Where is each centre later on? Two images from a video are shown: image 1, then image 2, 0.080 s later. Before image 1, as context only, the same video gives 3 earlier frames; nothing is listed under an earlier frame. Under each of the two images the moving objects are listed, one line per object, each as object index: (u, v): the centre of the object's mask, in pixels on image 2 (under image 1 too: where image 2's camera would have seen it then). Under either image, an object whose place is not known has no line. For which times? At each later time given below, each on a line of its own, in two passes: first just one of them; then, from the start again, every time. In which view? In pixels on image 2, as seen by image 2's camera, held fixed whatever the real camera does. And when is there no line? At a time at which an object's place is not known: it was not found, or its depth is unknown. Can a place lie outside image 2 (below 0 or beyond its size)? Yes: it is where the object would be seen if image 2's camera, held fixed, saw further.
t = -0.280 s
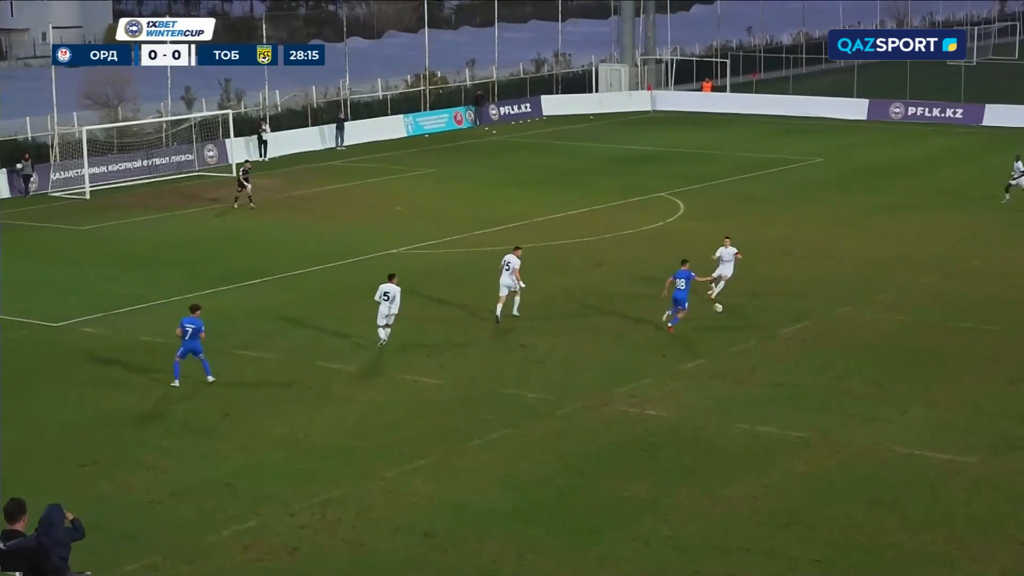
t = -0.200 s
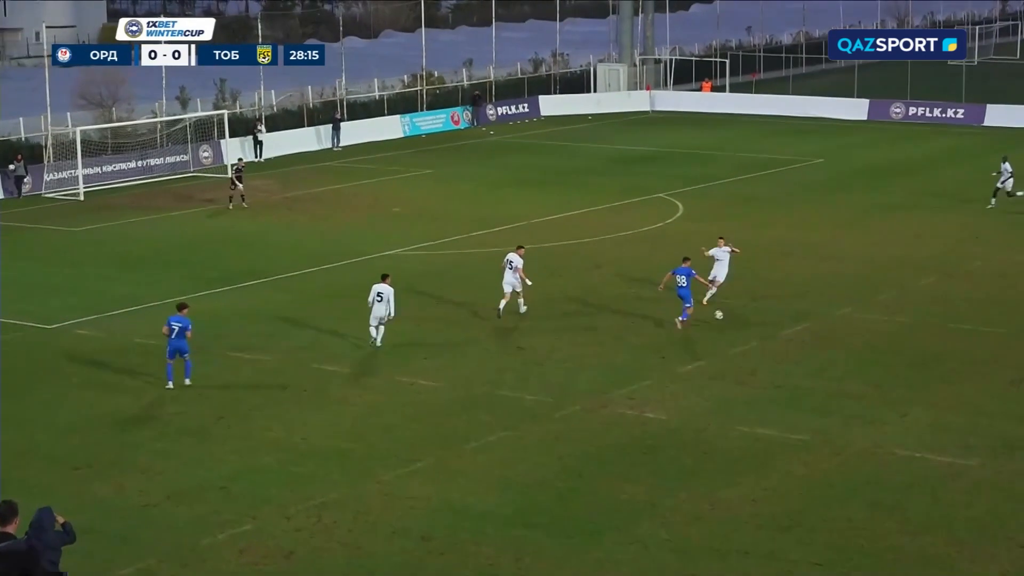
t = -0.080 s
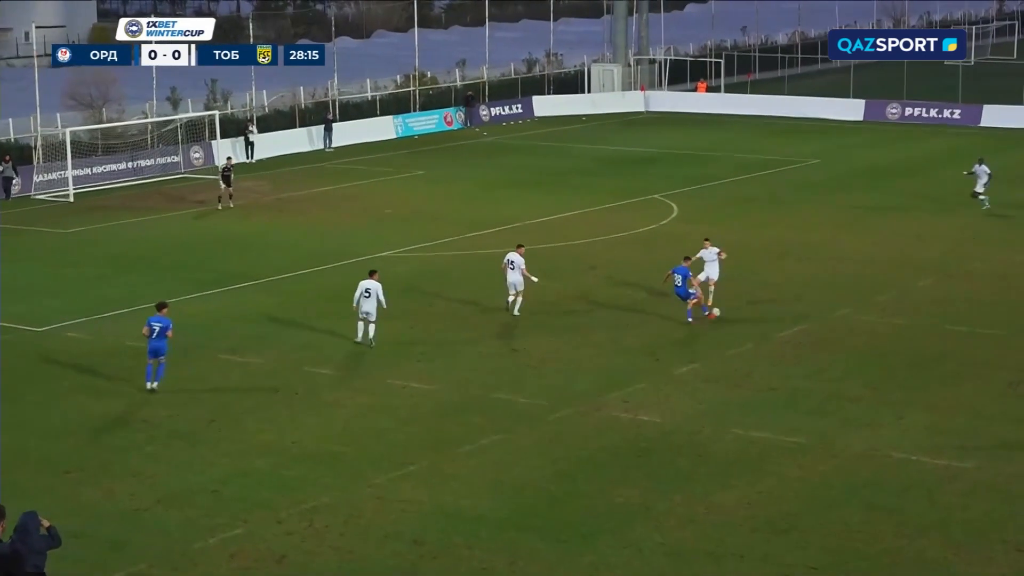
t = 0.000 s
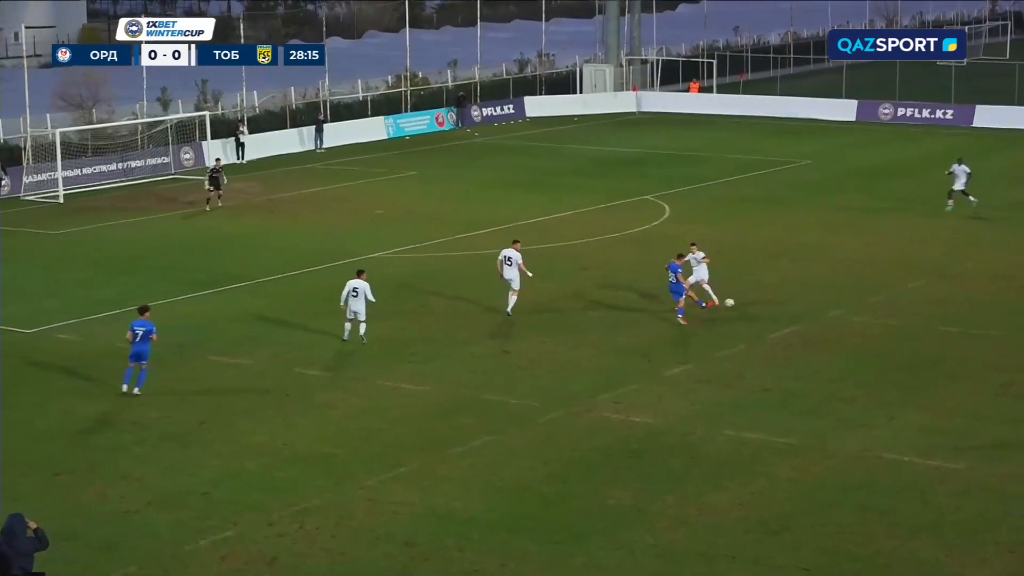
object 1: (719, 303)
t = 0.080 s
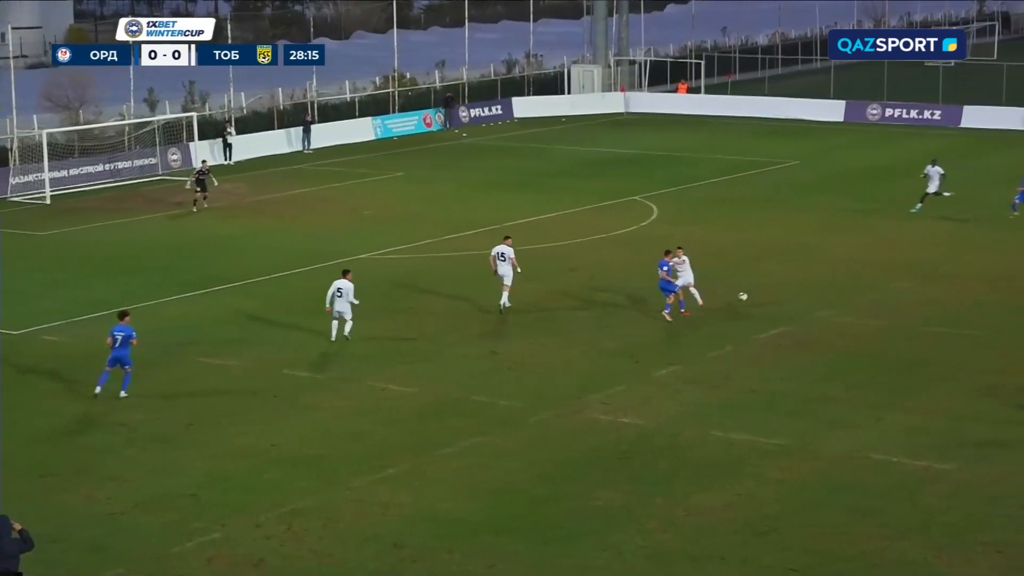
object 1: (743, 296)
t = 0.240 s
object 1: (785, 286)
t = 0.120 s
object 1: (754, 295)
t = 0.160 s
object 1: (765, 294)
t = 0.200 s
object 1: (776, 292)
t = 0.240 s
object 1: (785, 286)
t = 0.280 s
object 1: (793, 282)
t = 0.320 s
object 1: (802, 278)
